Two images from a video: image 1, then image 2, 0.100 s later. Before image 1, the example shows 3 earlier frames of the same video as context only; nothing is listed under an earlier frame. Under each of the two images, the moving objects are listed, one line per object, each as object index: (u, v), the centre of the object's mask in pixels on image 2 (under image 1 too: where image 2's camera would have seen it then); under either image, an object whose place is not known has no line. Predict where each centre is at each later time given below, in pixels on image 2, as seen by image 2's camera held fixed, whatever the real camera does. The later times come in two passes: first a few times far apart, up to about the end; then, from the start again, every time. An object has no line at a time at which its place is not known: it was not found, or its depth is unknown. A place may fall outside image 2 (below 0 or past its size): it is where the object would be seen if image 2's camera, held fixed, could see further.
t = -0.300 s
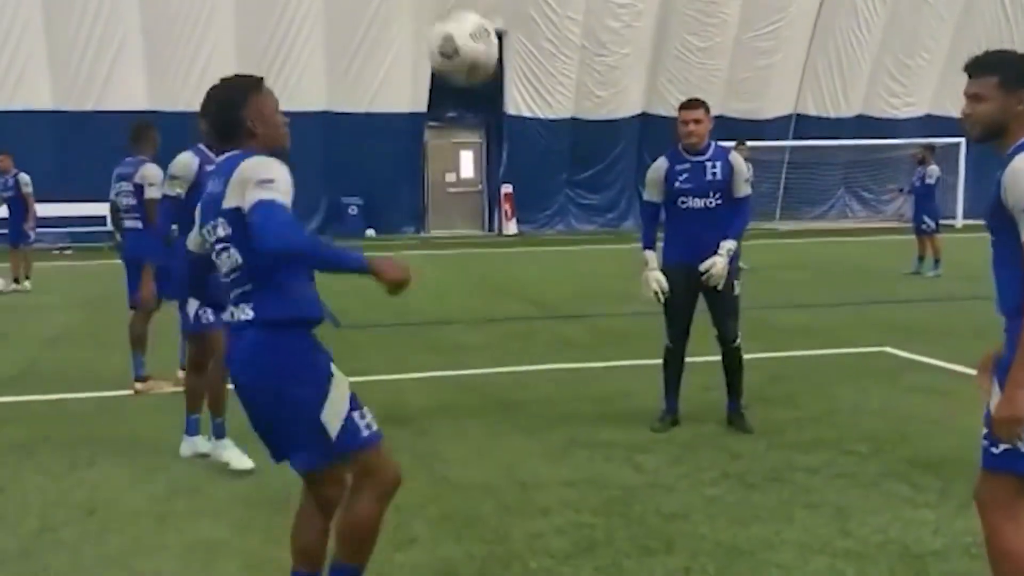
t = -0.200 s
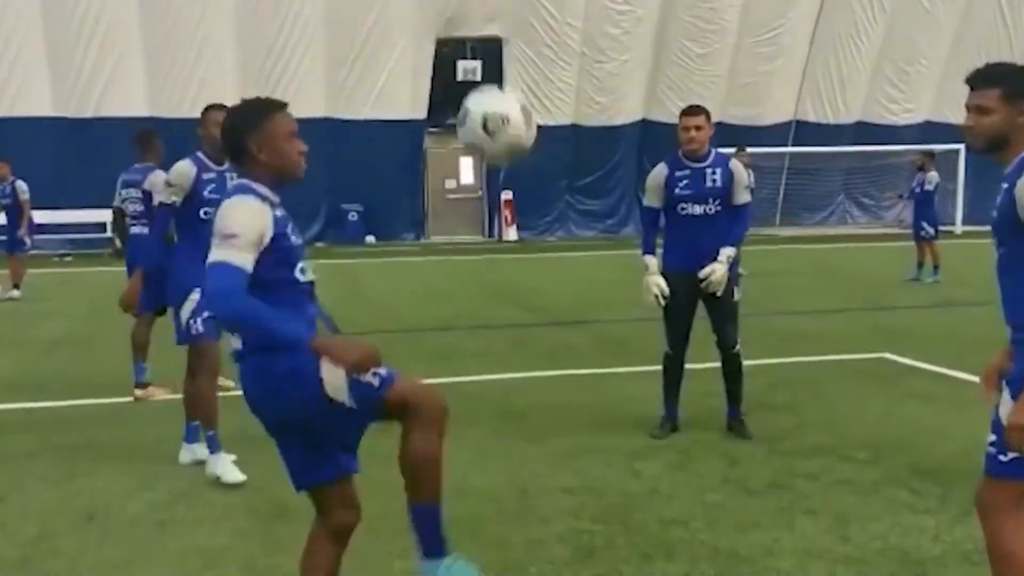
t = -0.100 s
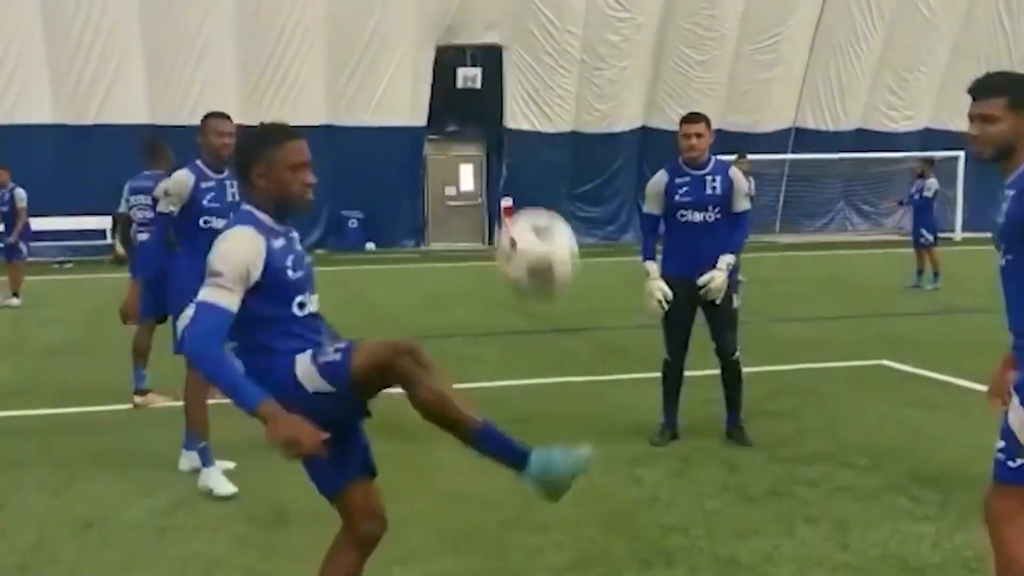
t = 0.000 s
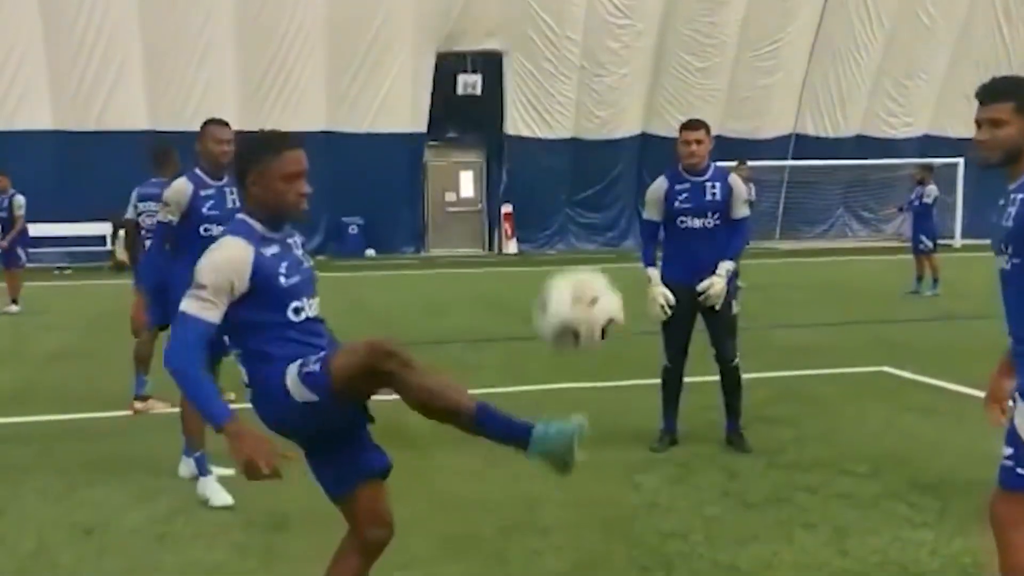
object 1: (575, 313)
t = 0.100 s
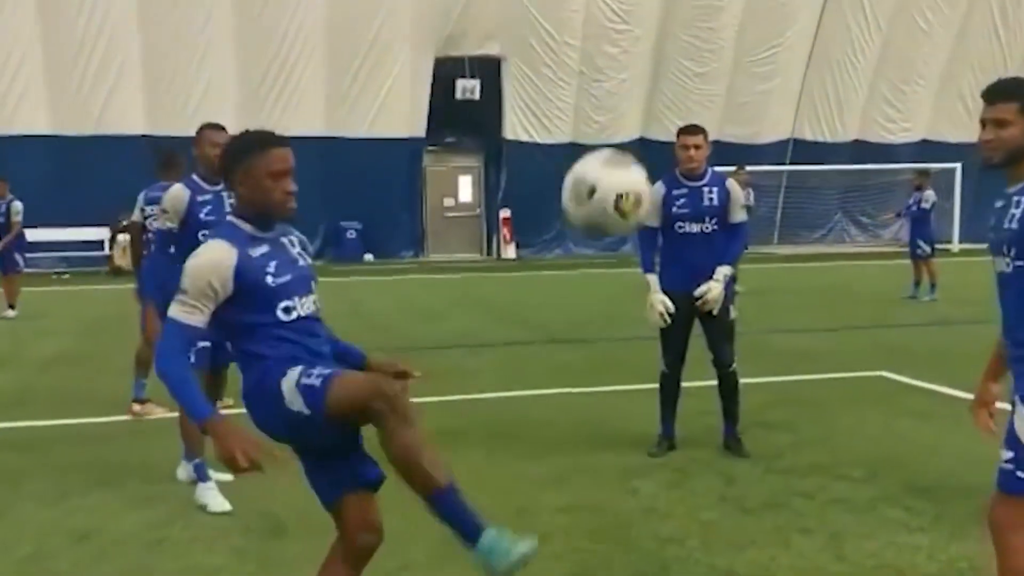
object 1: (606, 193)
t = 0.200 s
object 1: (637, 107)
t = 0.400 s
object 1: (702, 51)
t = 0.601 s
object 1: (767, 148)
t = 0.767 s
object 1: (820, 337)
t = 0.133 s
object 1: (617, 161)
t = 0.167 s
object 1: (628, 132)
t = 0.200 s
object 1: (637, 107)
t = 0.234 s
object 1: (649, 88)
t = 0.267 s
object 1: (661, 72)
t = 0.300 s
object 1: (670, 60)
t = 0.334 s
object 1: (680, 53)
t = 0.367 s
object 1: (691, 50)
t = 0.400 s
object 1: (702, 51)
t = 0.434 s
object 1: (712, 57)
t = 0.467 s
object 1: (723, 66)
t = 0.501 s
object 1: (734, 81)
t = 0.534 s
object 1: (744, 99)
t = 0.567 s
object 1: (756, 121)
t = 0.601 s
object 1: (767, 148)
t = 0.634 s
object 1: (778, 179)
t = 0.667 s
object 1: (790, 212)
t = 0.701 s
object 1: (800, 250)
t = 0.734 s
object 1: (810, 292)
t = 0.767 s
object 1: (820, 337)
